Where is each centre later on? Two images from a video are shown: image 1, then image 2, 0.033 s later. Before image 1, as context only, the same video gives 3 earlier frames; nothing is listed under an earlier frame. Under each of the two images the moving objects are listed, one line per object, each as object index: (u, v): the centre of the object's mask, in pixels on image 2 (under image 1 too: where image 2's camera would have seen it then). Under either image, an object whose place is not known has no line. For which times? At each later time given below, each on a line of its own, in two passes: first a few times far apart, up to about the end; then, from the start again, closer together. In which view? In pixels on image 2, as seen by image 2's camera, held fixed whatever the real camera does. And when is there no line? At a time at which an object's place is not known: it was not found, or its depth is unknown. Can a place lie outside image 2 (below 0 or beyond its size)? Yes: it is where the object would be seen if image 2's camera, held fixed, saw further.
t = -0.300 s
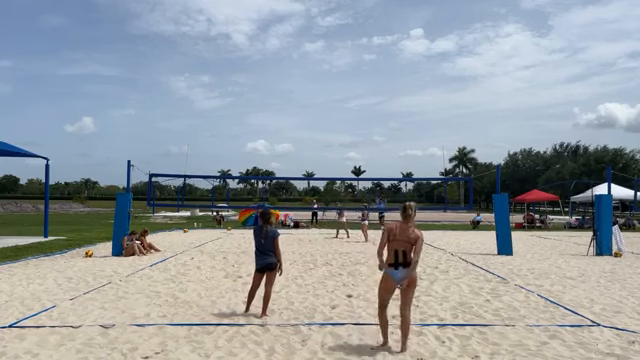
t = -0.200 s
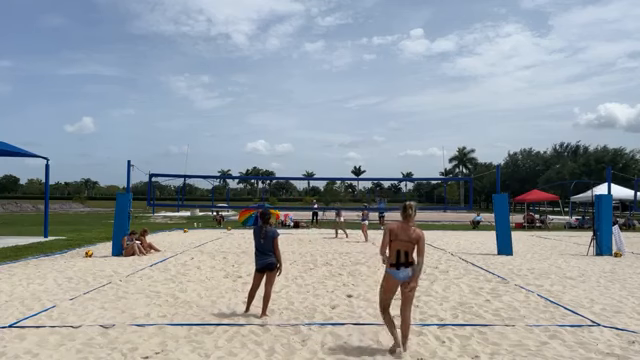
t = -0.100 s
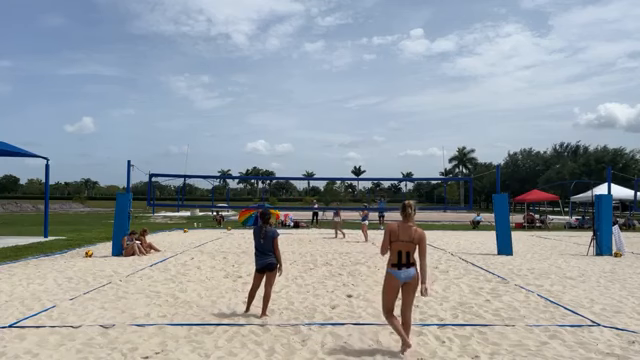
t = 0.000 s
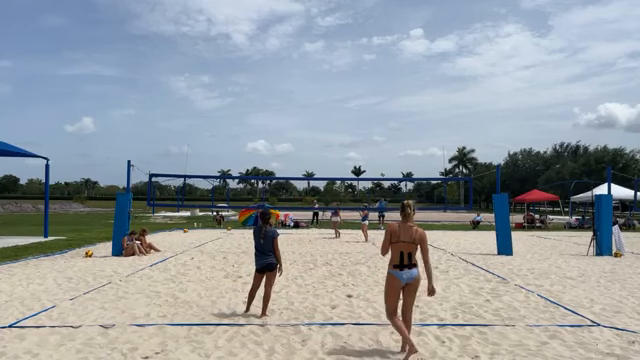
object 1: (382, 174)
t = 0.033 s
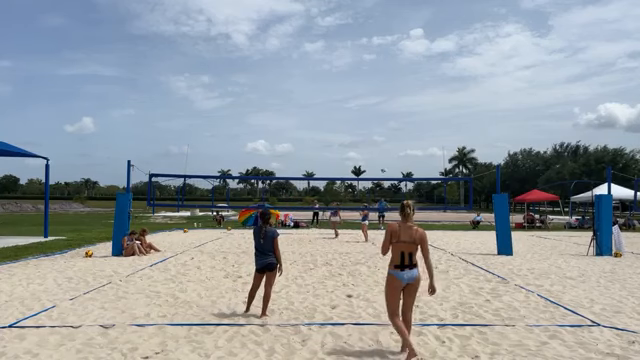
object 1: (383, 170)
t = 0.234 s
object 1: (385, 150)
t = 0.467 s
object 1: (388, 135)
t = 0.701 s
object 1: (393, 132)
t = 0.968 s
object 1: (402, 148)
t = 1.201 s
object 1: (417, 188)
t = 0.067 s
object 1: (383, 167)
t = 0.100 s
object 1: (383, 163)
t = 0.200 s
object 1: (384, 154)
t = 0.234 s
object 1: (385, 150)
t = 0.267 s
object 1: (386, 148)
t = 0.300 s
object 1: (386, 146)
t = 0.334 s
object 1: (386, 143)
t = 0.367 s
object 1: (387, 141)
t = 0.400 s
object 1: (387, 139)
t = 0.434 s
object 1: (388, 137)
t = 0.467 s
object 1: (388, 135)
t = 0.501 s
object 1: (389, 134)
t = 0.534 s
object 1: (389, 133)
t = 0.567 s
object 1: (390, 132)
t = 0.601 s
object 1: (391, 132)
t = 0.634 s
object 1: (392, 132)
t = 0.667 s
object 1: (392, 132)
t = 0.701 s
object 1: (393, 132)
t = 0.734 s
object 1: (394, 133)
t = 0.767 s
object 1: (395, 134)
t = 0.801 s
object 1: (395, 136)
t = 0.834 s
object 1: (396, 137)
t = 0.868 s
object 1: (398, 139)
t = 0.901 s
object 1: (399, 142)
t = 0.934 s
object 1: (400, 145)
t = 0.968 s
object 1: (402, 148)
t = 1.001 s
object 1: (404, 152)
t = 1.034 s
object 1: (405, 156)
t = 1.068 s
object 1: (407, 162)
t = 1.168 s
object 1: (414, 180)
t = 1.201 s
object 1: (417, 188)
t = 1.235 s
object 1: (419, 197)
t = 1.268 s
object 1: (423, 205)
